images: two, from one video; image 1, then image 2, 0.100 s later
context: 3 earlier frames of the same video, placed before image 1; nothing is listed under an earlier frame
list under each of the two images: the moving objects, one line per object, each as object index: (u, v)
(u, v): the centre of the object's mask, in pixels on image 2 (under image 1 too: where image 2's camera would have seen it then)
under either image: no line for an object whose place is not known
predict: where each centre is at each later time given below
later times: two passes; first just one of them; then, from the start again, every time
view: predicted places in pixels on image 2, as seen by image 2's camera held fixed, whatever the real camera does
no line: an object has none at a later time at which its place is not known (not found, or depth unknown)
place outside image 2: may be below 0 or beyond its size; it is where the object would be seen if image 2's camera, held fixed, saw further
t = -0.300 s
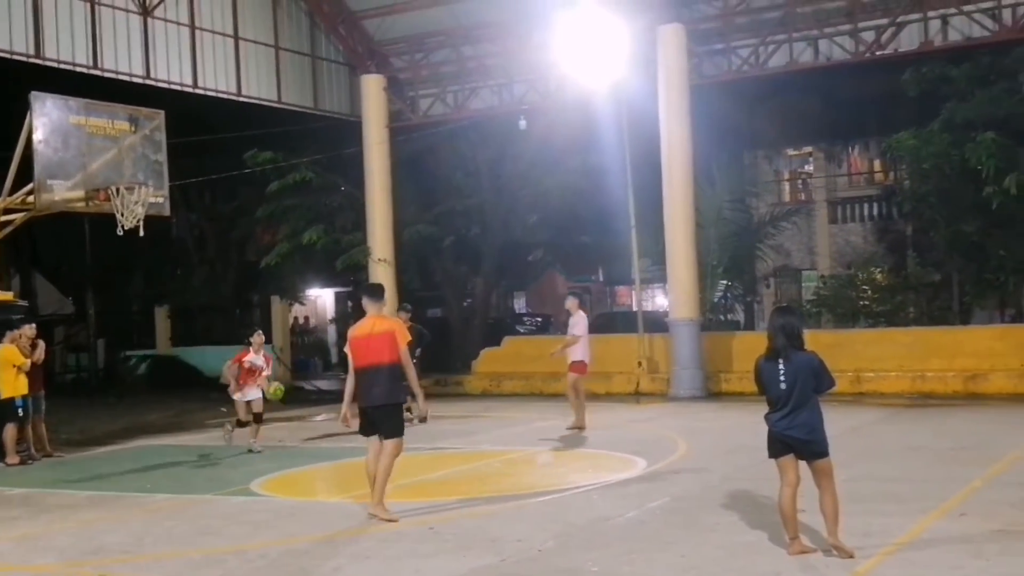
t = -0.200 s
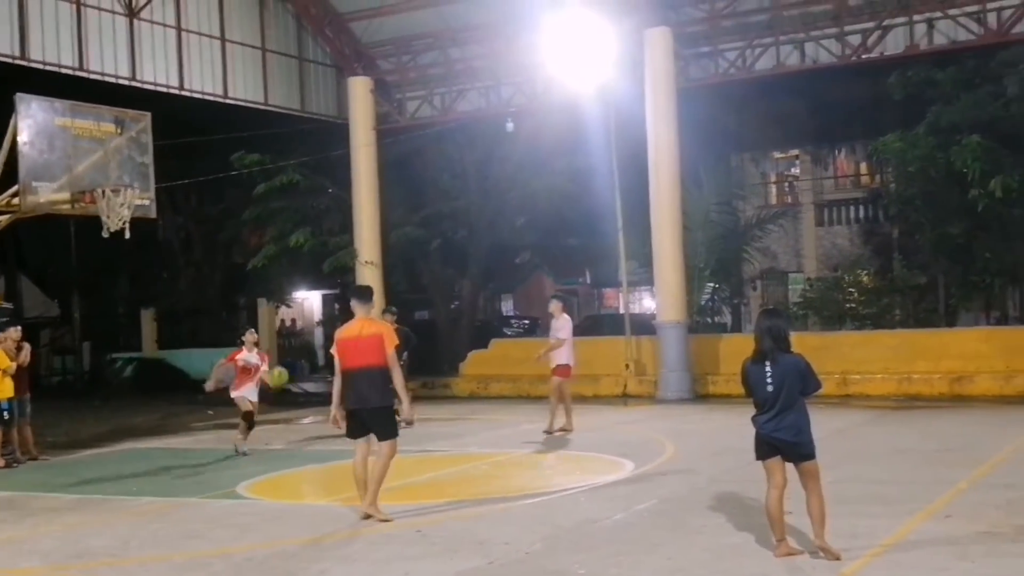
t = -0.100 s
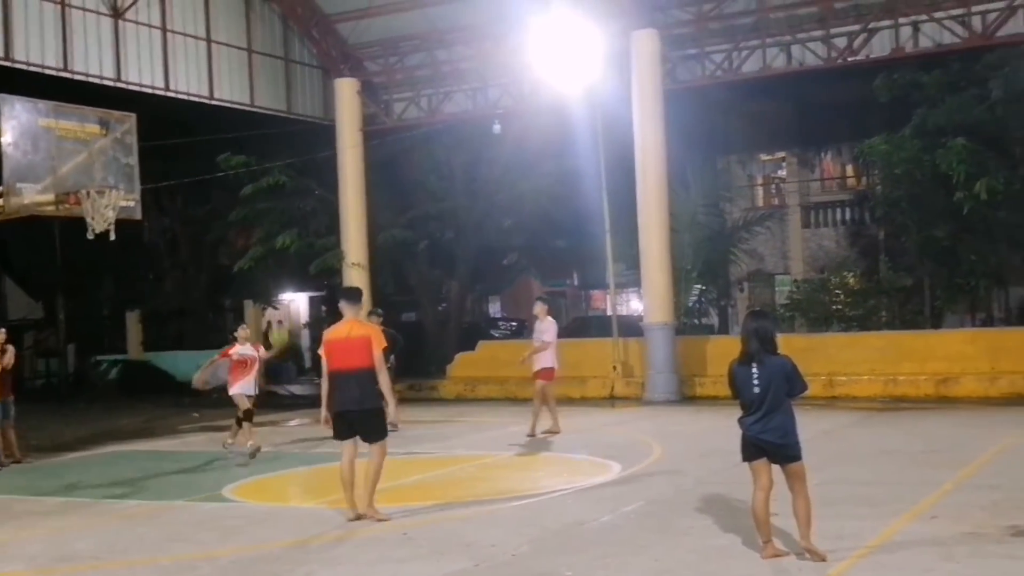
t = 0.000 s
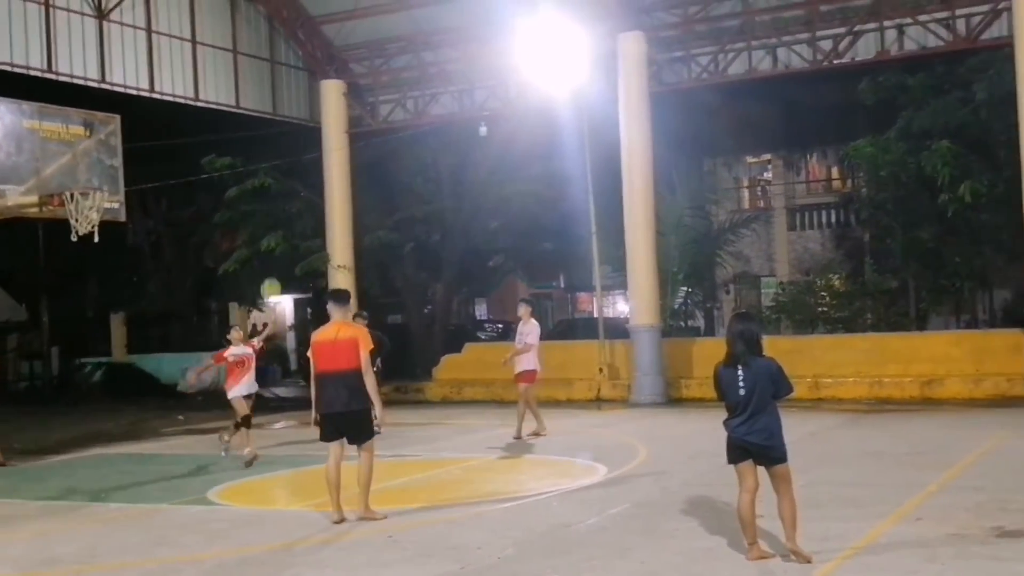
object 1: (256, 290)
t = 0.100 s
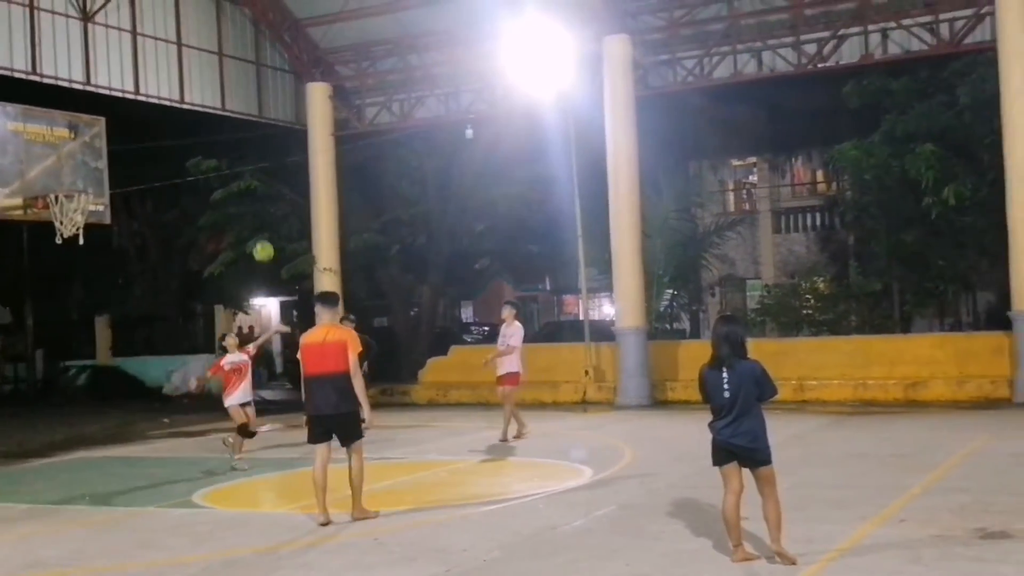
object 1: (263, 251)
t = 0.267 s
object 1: (276, 204)
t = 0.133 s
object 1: (265, 240)
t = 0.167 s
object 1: (268, 230)
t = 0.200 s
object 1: (271, 220)
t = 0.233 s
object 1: (273, 211)
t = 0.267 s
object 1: (276, 204)
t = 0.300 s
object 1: (278, 197)
